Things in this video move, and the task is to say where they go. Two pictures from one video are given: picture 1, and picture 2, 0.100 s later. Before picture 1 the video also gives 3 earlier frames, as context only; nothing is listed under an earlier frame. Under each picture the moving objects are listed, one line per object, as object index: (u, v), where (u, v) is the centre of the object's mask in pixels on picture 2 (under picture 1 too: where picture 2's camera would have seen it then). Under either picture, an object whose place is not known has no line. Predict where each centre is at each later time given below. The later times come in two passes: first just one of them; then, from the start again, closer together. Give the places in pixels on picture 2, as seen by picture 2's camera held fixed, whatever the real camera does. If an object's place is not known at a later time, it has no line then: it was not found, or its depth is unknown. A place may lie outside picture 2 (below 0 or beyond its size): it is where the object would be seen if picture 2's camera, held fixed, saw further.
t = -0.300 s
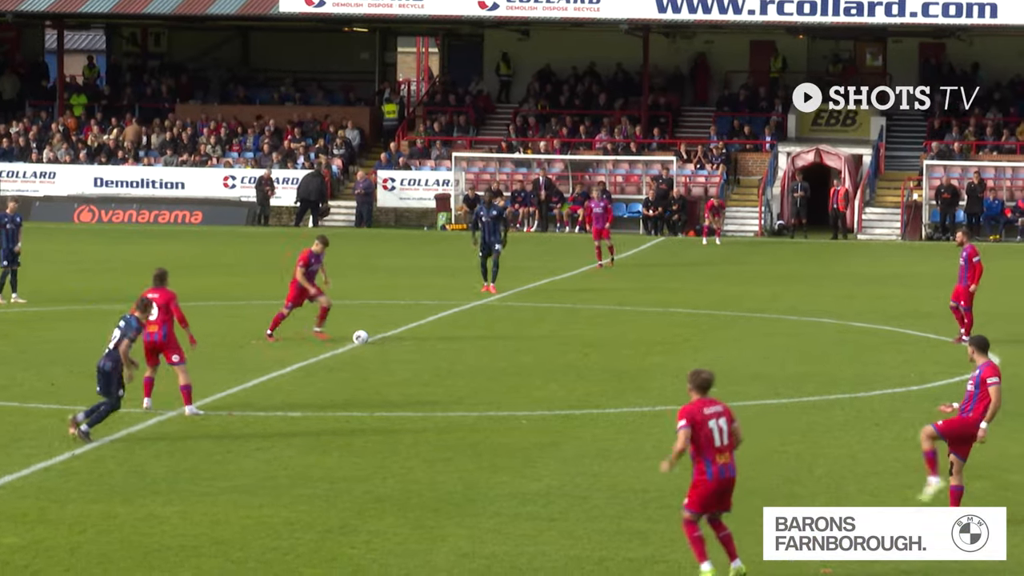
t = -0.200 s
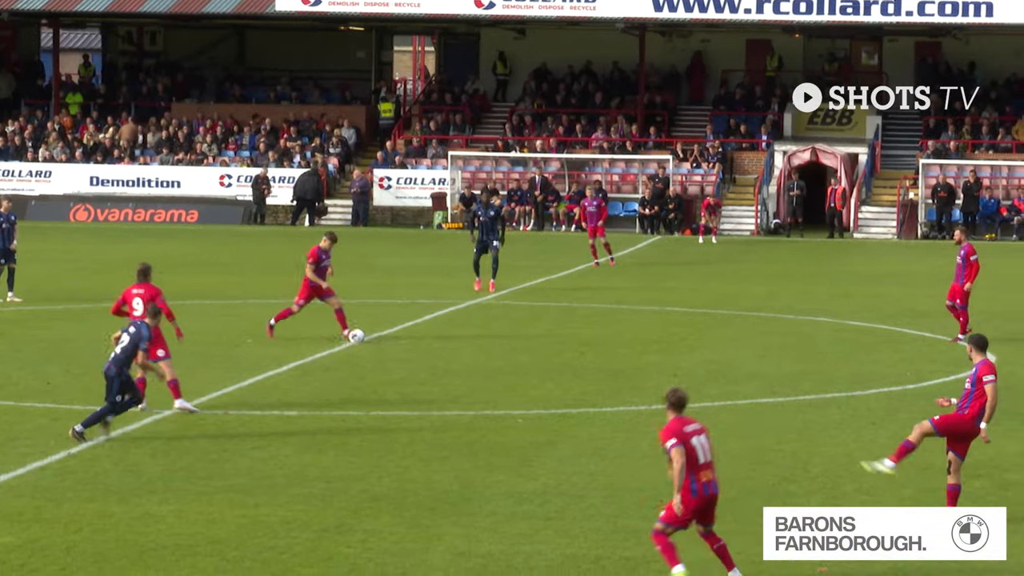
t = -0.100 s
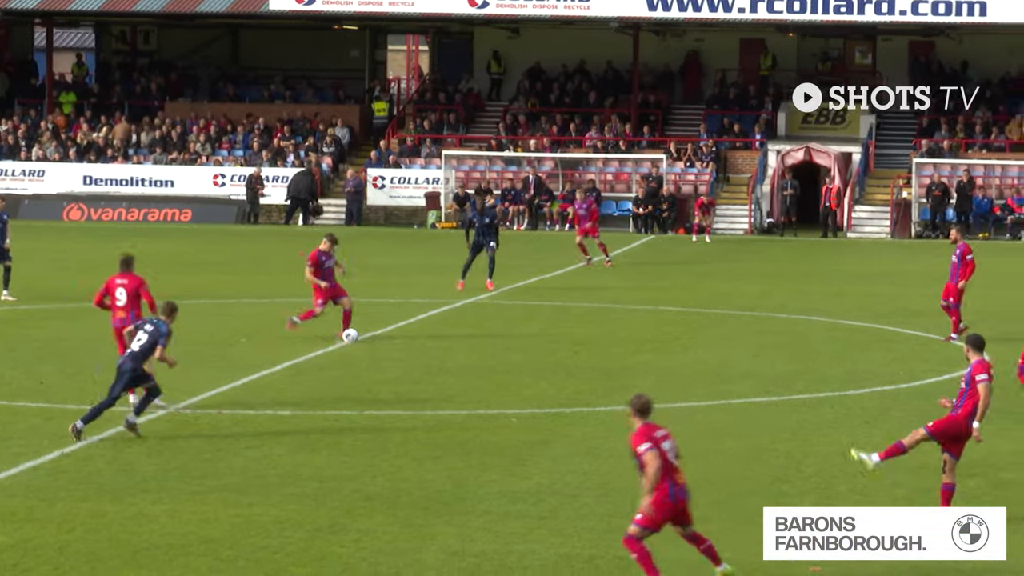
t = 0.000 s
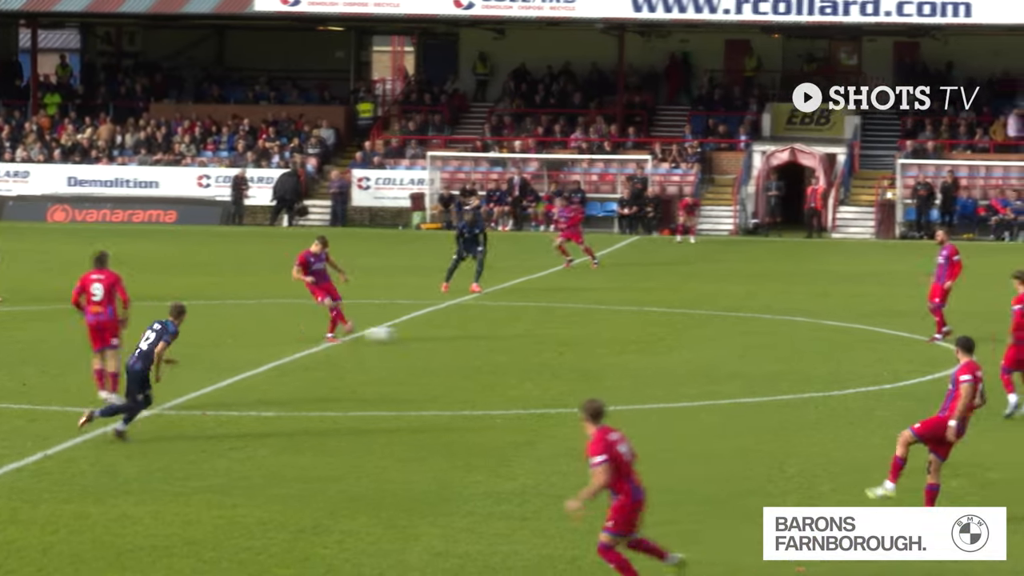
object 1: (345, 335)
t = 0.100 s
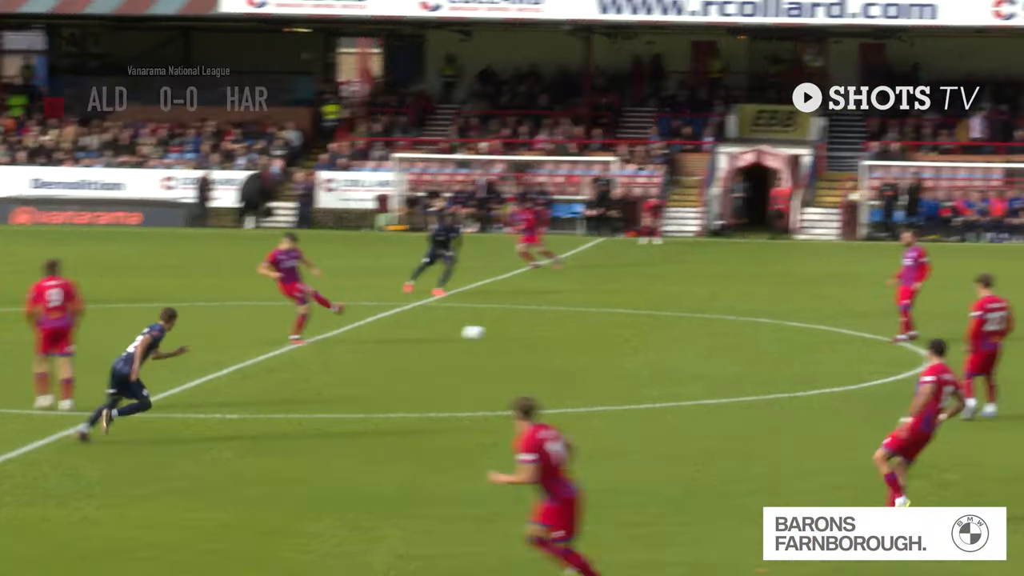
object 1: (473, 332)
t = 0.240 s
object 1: (653, 342)
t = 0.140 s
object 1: (523, 334)
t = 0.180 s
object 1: (575, 336)
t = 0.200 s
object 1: (602, 338)
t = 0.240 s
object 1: (653, 342)
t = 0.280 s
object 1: (705, 348)
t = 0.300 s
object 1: (731, 352)
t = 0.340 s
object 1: (780, 356)
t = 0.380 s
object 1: (828, 353)
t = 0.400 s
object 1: (853, 353)
